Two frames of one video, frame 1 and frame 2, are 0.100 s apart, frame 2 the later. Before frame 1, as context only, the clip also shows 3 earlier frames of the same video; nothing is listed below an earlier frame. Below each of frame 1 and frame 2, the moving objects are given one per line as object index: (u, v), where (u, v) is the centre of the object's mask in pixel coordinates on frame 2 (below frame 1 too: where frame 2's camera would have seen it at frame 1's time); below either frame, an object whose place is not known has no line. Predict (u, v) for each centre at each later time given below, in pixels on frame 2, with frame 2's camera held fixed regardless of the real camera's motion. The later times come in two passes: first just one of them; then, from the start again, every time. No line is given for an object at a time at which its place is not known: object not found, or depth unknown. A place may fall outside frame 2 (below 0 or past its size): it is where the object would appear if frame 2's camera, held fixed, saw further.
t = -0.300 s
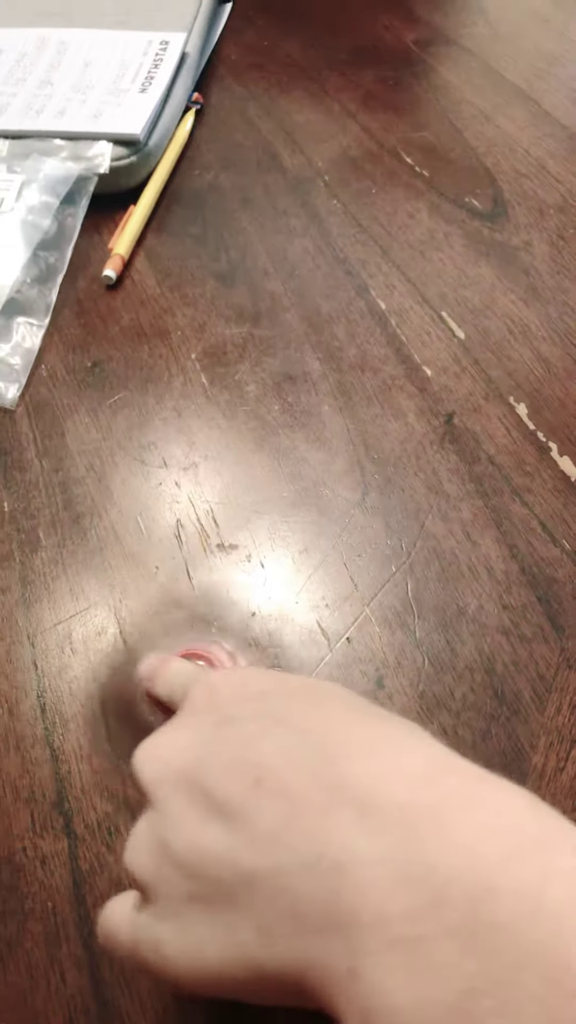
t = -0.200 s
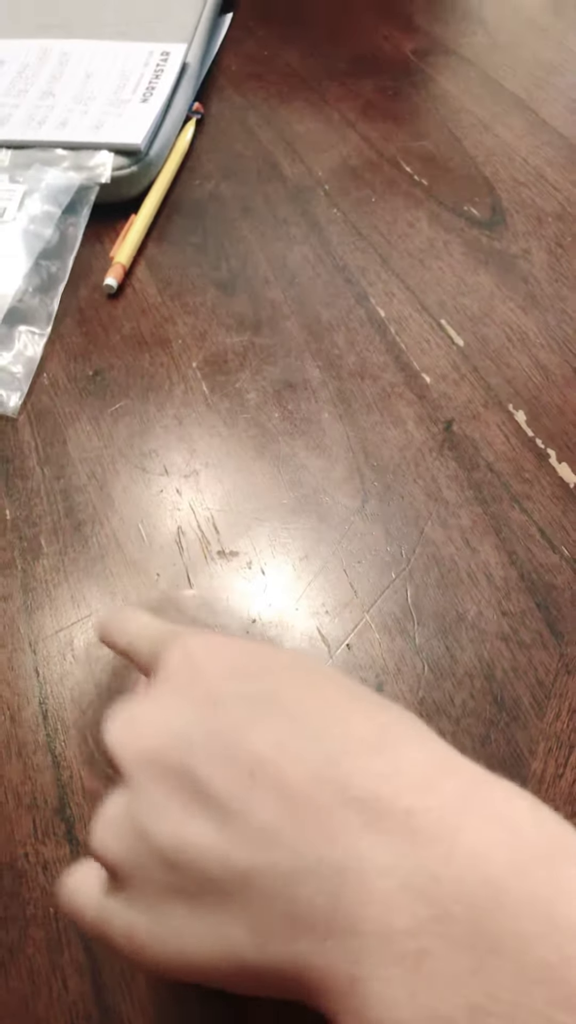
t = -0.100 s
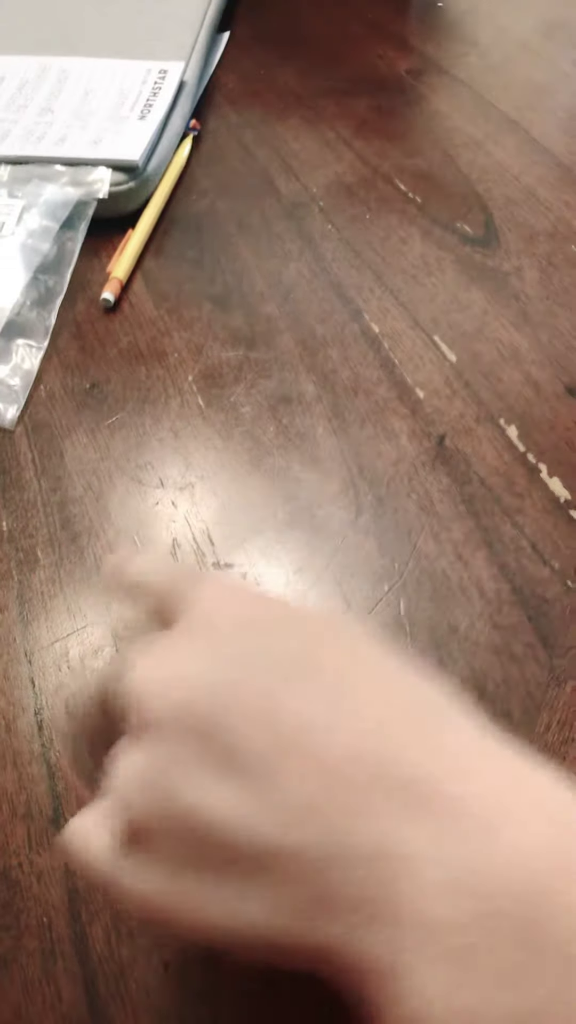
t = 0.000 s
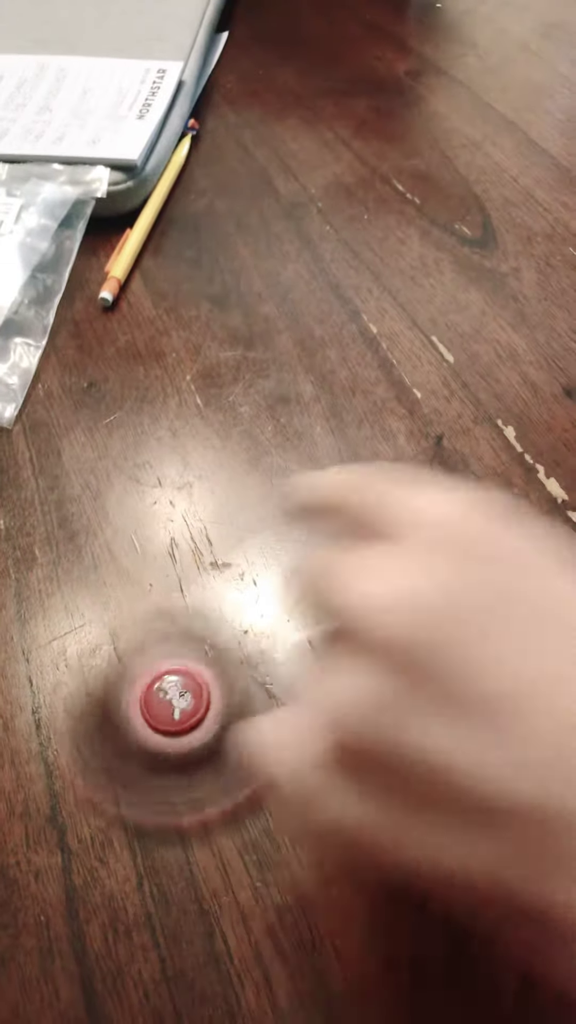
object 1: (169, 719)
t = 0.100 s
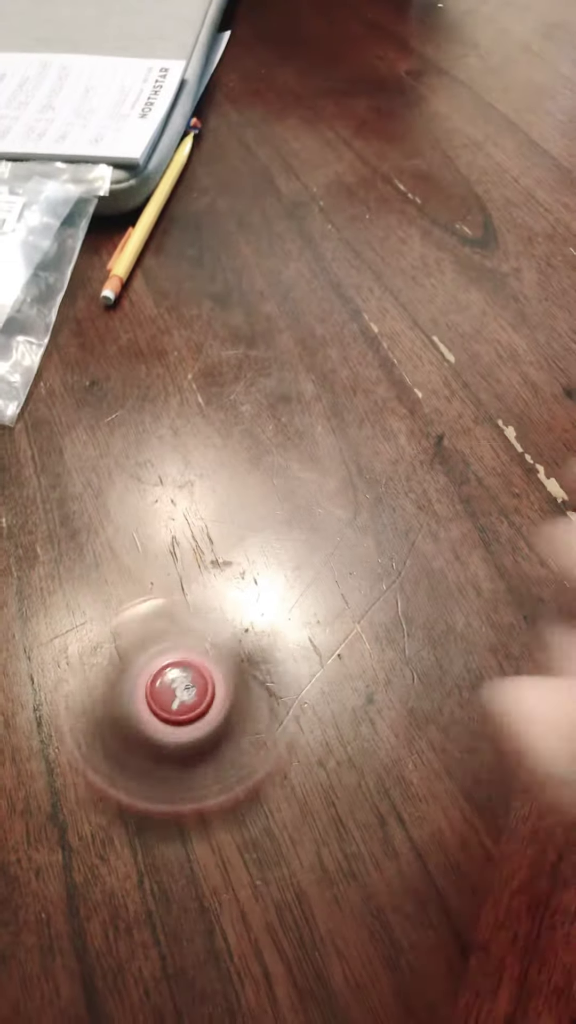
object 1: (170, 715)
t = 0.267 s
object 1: (174, 703)
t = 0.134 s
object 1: (172, 714)
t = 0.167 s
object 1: (170, 712)
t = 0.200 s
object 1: (173, 709)
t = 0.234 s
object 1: (174, 702)
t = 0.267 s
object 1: (174, 703)
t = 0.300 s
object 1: (170, 703)
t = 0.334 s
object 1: (172, 701)
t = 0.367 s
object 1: (180, 715)
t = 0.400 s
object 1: (168, 711)
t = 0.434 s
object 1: (165, 712)
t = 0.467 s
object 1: (161, 714)
